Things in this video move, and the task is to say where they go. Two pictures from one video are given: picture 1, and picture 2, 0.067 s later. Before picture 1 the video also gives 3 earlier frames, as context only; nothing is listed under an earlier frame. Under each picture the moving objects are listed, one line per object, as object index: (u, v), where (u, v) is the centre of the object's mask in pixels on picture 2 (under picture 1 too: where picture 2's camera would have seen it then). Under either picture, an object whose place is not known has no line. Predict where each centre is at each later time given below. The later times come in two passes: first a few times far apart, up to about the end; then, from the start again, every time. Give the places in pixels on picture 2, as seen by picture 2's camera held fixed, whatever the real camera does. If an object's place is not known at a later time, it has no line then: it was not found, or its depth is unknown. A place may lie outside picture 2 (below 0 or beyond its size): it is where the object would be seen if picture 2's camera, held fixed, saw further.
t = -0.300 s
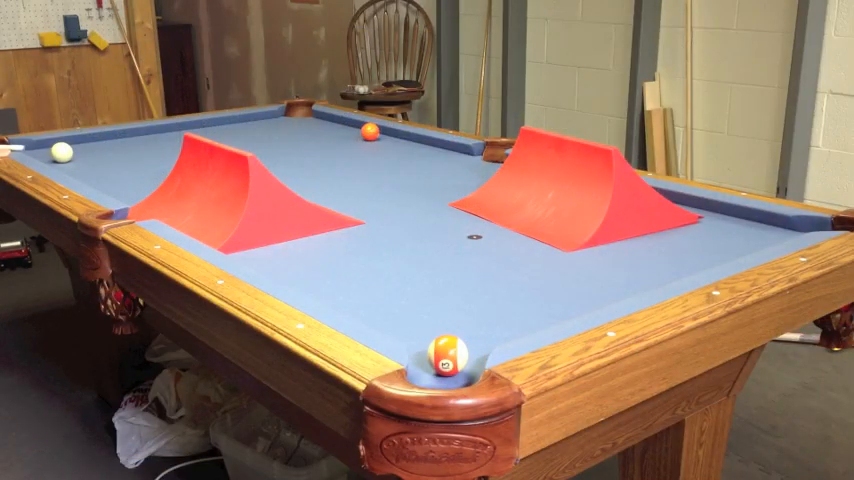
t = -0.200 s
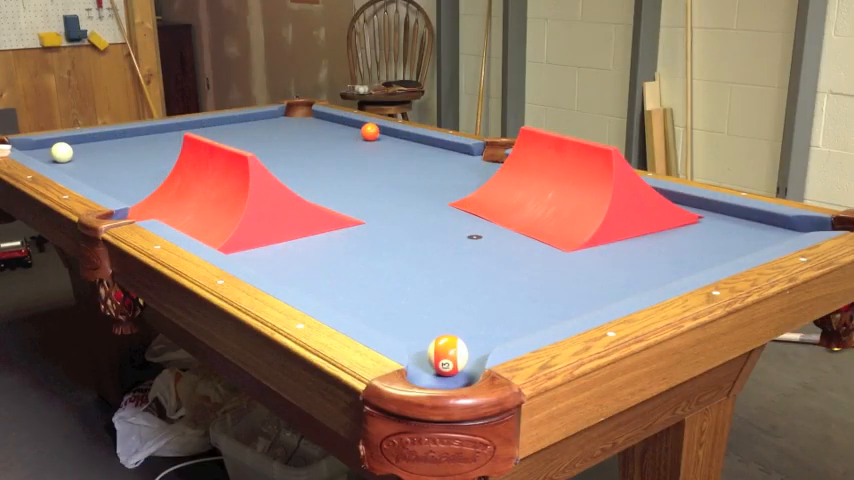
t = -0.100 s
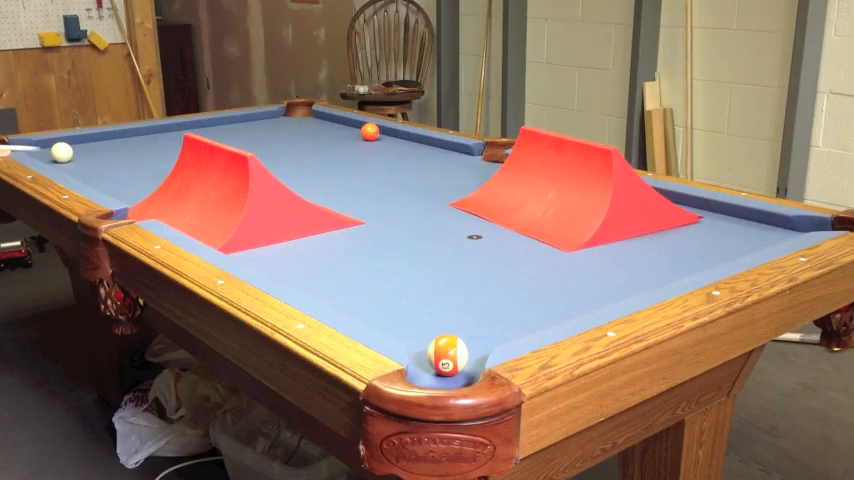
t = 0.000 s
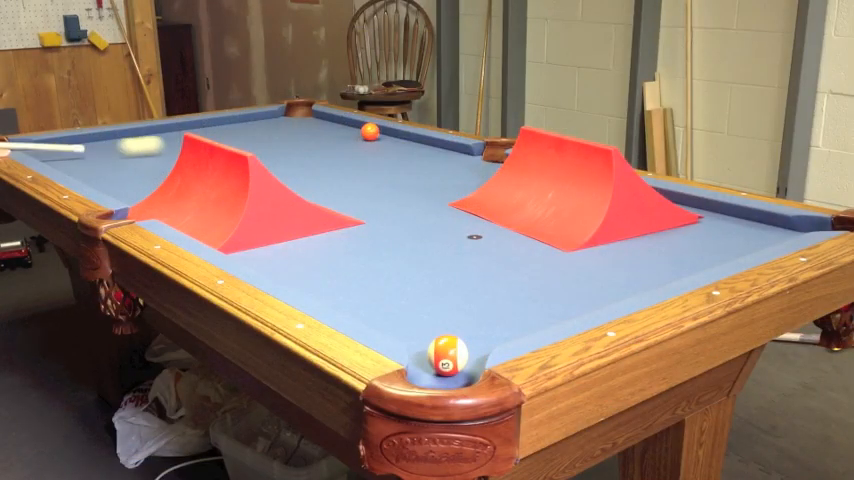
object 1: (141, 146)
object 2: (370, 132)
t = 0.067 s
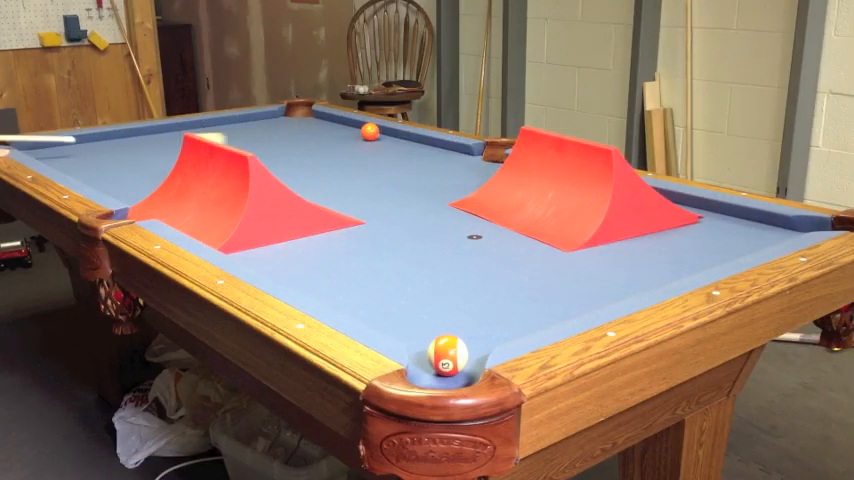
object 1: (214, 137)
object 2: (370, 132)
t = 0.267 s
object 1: (354, 130)
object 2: (381, 131)
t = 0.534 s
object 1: (322, 125)
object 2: (366, 151)
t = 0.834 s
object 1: (276, 123)
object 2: (334, 175)
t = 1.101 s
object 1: (238, 123)
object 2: (306, 188)
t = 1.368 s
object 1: (203, 122)
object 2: (339, 200)
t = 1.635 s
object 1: (186, 126)
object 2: (429, 208)
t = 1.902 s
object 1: (170, 132)
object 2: (515, 207)
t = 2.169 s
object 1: (154, 136)
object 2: (549, 224)
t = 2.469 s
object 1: (137, 141)
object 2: (541, 255)
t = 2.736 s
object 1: (122, 146)
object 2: (532, 283)
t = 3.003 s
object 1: (108, 150)
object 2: (521, 314)
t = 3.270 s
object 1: (96, 154)
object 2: (484, 336)
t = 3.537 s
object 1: (86, 157)
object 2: (428, 332)
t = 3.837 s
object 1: (75, 160)
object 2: (388, 323)
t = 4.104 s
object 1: (68, 162)
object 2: (377, 314)
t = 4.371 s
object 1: (62, 163)
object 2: (370, 304)
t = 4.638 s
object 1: (59, 164)
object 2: (364, 294)
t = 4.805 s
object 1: (61, 164)
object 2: (361, 288)
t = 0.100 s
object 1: (236, 139)
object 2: (370, 132)
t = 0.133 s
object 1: (263, 137)
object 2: (370, 132)
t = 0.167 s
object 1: (290, 135)
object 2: (370, 131)
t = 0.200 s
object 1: (316, 133)
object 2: (370, 131)
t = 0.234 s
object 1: (341, 132)
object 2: (370, 131)
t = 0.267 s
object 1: (354, 130)
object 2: (381, 131)
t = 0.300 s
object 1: (357, 128)
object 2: (390, 133)
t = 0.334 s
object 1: (360, 126)
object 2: (387, 135)
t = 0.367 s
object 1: (359, 125)
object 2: (383, 138)
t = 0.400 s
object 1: (351, 125)
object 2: (379, 141)
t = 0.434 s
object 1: (343, 125)
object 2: (376, 144)
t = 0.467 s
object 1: (335, 125)
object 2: (373, 146)
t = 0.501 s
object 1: (328, 125)
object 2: (369, 149)
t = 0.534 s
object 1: (322, 125)
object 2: (366, 151)
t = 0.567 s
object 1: (316, 125)
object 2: (363, 153)
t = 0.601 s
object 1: (311, 124)
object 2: (359, 156)
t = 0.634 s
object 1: (306, 124)
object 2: (356, 159)
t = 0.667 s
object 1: (301, 124)
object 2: (353, 161)
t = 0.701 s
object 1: (296, 124)
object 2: (349, 163)
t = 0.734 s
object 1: (291, 124)
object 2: (345, 166)
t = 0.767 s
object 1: (285, 124)
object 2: (341, 169)
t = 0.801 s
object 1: (281, 124)
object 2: (338, 172)
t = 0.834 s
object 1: (276, 123)
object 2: (334, 175)
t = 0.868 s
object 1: (271, 123)
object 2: (330, 177)
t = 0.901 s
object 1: (266, 123)
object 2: (326, 180)
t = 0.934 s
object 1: (261, 123)
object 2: (322, 183)
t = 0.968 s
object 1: (256, 123)
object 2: (318, 186)
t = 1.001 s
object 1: (251, 123)
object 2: (314, 189)
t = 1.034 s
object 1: (247, 123)
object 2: (310, 189)
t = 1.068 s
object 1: (242, 123)
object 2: (308, 189)
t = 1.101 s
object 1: (238, 123)
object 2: (306, 188)
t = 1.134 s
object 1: (233, 122)
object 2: (306, 188)
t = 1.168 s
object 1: (229, 122)
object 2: (306, 188)
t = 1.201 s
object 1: (224, 122)
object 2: (308, 189)
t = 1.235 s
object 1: (220, 122)
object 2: (311, 190)
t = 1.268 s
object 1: (216, 122)
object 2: (316, 192)
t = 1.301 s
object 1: (211, 122)
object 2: (322, 195)
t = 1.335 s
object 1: (207, 122)
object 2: (330, 198)
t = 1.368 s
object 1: (203, 122)
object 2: (339, 200)
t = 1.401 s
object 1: (201, 122)
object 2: (349, 203)
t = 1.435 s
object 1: (199, 123)
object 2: (360, 206)
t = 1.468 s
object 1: (197, 123)
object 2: (371, 206)
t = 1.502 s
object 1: (195, 124)
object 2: (383, 207)
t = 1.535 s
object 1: (193, 124)
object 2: (394, 207)
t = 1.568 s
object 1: (191, 125)
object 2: (406, 207)
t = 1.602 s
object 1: (189, 125)
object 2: (417, 207)
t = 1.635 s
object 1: (186, 126)
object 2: (429, 208)
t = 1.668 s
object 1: (184, 126)
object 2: (440, 208)
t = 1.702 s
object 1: (182, 127)
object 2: (450, 208)
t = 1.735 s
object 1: (180, 128)
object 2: (460, 209)
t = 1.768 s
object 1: (178, 129)
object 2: (474, 209)
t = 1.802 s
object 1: (176, 129)
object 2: (484, 209)
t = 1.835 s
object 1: (174, 130)
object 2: (494, 208)
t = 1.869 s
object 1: (173, 131)
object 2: (506, 208)
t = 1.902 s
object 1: (170, 132)
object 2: (515, 207)
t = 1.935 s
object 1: (168, 132)
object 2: (522, 207)
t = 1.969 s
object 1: (166, 133)
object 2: (530, 207)
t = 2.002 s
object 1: (164, 133)
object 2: (536, 207)
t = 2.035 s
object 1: (162, 134)
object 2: (542, 209)
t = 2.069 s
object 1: (160, 135)
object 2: (545, 212)
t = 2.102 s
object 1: (158, 135)
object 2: (547, 215)
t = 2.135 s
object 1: (156, 136)
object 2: (549, 220)
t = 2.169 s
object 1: (154, 136)
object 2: (549, 224)
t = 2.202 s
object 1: (152, 137)
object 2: (549, 228)
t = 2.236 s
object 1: (150, 138)
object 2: (548, 231)
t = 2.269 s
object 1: (148, 138)
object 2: (548, 235)
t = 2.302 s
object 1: (146, 139)
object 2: (547, 238)
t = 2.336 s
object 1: (144, 139)
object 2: (545, 241)
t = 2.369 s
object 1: (142, 140)
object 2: (544, 245)
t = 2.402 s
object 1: (140, 140)
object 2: (543, 248)
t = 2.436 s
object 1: (138, 141)
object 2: (542, 251)
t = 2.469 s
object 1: (137, 141)
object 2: (541, 255)
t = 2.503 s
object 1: (134, 142)
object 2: (540, 258)
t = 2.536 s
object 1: (133, 142)
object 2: (539, 262)
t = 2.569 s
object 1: (131, 143)
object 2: (538, 265)
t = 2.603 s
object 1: (129, 144)
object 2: (537, 268)
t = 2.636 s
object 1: (127, 144)
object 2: (536, 272)
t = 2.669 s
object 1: (125, 145)
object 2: (535, 275)
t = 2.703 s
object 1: (123, 145)
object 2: (533, 279)
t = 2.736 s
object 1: (122, 146)
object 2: (532, 283)
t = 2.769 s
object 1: (120, 146)
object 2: (531, 287)
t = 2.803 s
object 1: (118, 147)
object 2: (529, 291)
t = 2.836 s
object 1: (116, 147)
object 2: (528, 294)
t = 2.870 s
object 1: (114, 148)
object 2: (527, 298)
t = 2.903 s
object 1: (113, 148)
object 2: (525, 302)
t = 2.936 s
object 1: (111, 149)
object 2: (524, 306)
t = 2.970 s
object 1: (109, 149)
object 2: (522, 310)
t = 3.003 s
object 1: (108, 150)
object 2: (521, 314)
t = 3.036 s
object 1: (106, 150)
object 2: (519, 318)
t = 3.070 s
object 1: (104, 151)
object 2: (517, 321)
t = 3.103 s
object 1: (103, 151)
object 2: (515, 324)
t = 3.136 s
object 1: (101, 152)
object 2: (512, 327)
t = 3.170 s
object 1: (100, 152)
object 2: (507, 329)
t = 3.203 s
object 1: (98, 153)
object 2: (499, 332)
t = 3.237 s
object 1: (97, 153)
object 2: (491, 334)
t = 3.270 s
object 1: (96, 154)
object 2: (484, 336)
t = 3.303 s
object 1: (95, 154)
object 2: (478, 337)
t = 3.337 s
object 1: (93, 154)
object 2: (472, 336)
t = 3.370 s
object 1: (92, 155)
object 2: (464, 334)
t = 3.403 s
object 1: (91, 155)
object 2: (457, 332)
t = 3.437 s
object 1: (89, 156)
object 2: (449, 331)
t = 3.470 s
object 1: (88, 156)
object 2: (441, 331)
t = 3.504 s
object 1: (87, 157)
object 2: (435, 332)
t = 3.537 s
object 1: (86, 157)
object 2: (428, 332)
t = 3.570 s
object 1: (84, 157)
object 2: (423, 333)
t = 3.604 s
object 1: (83, 158)
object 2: (418, 333)
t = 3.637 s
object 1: (82, 158)
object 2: (413, 332)
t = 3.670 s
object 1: (81, 158)
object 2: (408, 331)
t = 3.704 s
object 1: (80, 159)
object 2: (403, 329)
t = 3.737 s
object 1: (79, 159)
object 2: (398, 327)
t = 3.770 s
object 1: (78, 159)
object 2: (393, 326)
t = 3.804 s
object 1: (76, 160)
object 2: (390, 324)
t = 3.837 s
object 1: (75, 160)
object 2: (388, 323)
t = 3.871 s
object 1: (74, 161)
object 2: (387, 322)
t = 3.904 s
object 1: (73, 161)
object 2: (385, 321)
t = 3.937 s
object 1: (72, 161)
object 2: (384, 319)
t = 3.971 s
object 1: (72, 161)
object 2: (382, 318)
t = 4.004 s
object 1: (70, 162)
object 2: (381, 317)
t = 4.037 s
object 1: (69, 162)
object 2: (379, 316)
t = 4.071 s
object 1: (69, 162)
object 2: (378, 315)
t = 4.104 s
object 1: (68, 162)
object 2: (377, 314)
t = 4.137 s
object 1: (67, 163)
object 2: (376, 312)
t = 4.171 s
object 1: (66, 163)
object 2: (375, 311)
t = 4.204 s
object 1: (66, 163)
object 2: (374, 310)
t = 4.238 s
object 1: (65, 163)
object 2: (373, 309)
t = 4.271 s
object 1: (64, 163)
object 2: (372, 307)
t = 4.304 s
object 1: (63, 163)
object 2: (371, 306)
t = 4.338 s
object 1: (63, 163)
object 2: (370, 305)
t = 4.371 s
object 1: (62, 163)
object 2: (370, 304)
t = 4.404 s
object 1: (61, 164)
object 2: (369, 302)
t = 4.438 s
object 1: (61, 163)
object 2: (368, 301)
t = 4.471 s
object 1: (60, 164)
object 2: (368, 300)
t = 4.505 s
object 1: (60, 164)
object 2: (367, 298)
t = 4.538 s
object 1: (59, 164)
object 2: (366, 297)
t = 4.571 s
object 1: (59, 164)
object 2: (366, 296)
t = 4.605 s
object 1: (59, 164)
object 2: (365, 295)
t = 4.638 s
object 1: (59, 164)
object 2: (364, 294)
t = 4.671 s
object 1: (60, 164)
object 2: (363, 293)
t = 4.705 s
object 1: (60, 164)
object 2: (362, 292)
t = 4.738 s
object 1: (60, 164)
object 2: (362, 291)
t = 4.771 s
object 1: (61, 164)
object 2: (361, 290)
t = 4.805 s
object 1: (61, 164)
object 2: (361, 288)
